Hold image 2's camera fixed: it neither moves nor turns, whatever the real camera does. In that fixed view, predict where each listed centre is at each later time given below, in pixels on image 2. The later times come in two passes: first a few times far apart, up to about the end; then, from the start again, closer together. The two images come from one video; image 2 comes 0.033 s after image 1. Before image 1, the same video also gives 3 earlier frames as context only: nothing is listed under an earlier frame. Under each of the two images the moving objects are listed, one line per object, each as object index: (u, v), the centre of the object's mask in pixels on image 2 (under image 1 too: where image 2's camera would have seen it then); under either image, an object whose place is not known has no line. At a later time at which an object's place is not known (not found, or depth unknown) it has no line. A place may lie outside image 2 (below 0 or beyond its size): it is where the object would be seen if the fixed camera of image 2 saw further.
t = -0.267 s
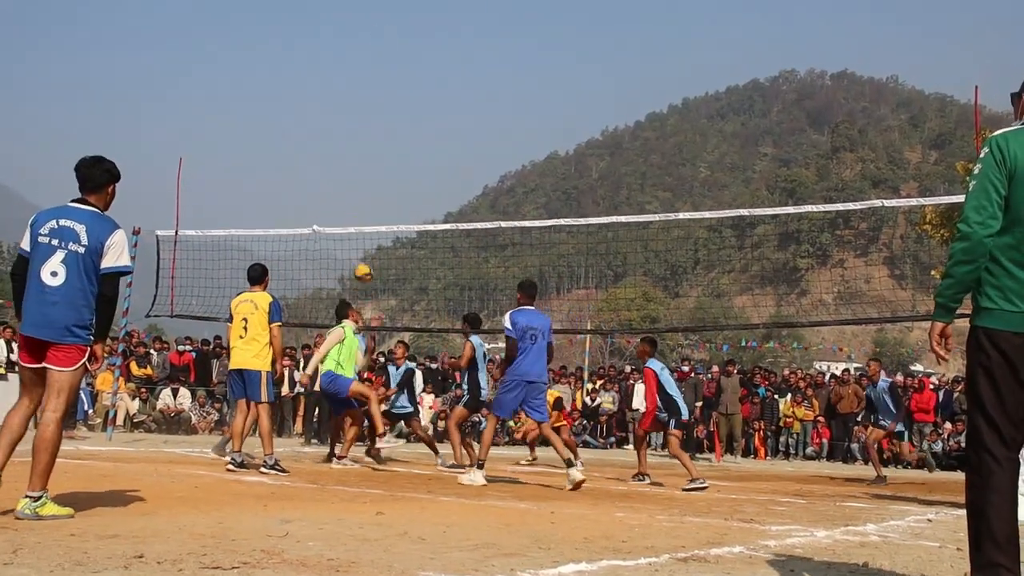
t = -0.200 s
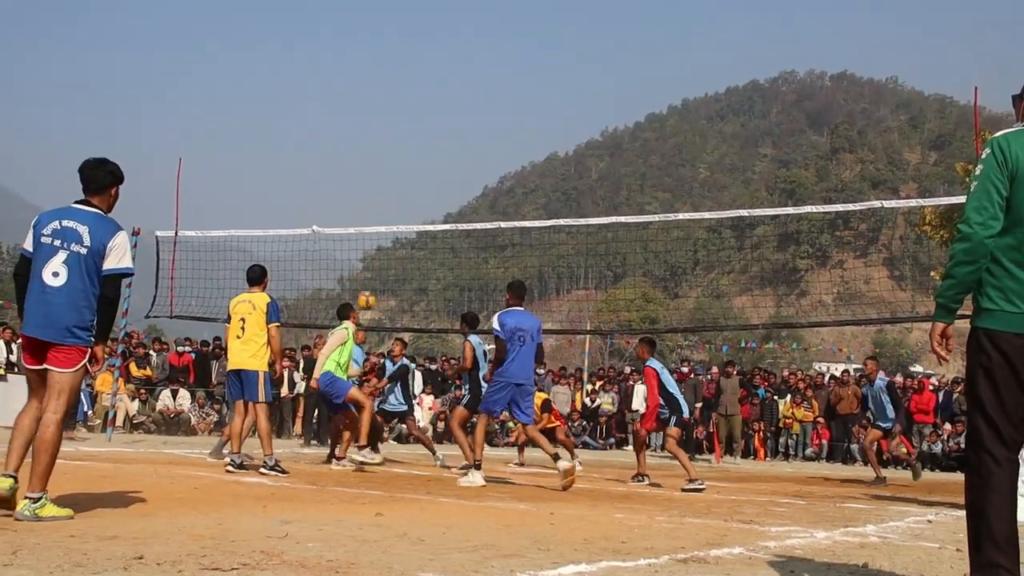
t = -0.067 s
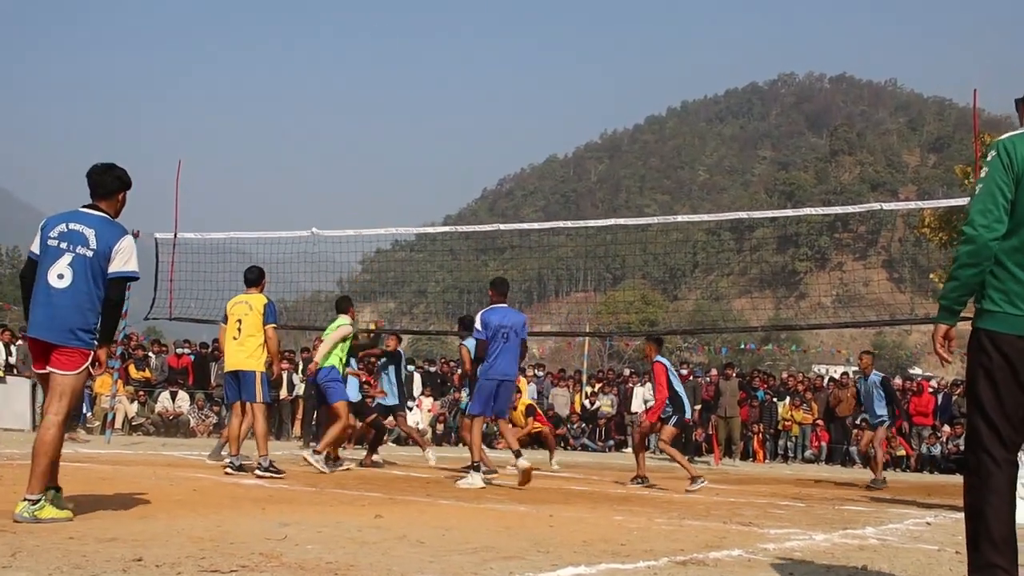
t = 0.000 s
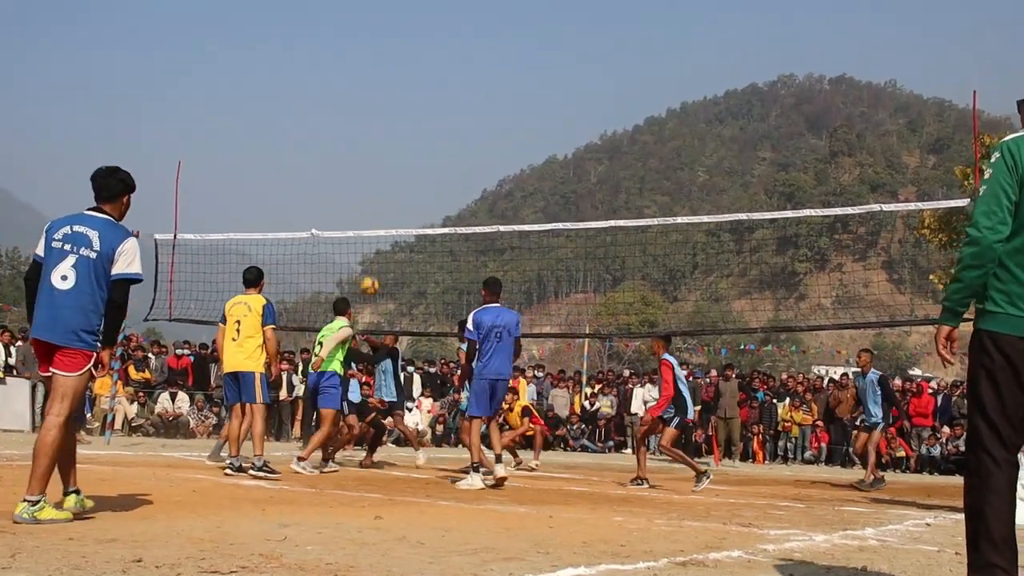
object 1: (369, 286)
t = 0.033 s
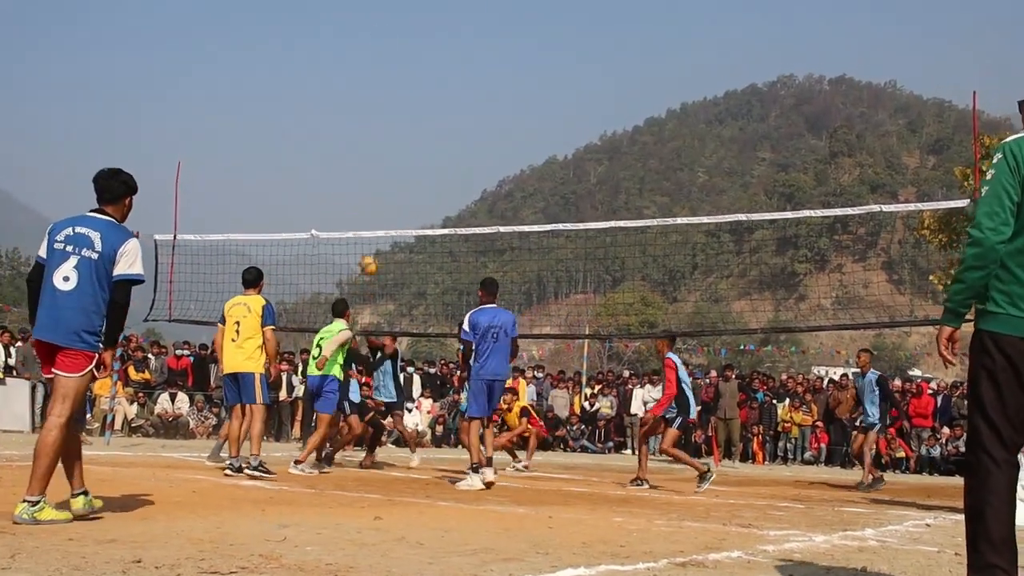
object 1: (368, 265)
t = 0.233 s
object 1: (370, 161)
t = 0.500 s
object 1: (371, 77)
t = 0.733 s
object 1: (368, 53)
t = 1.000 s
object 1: (363, 81)
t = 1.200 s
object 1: (356, 143)
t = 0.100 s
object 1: (370, 225)
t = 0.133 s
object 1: (370, 209)
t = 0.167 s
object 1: (370, 192)
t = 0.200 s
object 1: (370, 177)
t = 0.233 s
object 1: (370, 161)
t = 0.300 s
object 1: (370, 135)
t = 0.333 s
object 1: (370, 123)
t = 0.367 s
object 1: (370, 112)
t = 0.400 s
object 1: (370, 102)
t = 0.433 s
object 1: (370, 92)
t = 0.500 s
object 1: (371, 77)
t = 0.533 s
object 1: (370, 71)
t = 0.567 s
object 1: (370, 66)
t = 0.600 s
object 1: (370, 61)
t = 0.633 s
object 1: (369, 58)
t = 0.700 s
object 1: (368, 54)
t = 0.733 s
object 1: (368, 53)
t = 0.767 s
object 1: (368, 53)
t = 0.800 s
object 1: (367, 54)
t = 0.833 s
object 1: (367, 56)
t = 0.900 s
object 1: (366, 63)
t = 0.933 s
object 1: (365, 68)
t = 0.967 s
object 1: (363, 75)
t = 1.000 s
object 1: (363, 81)
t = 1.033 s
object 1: (362, 89)
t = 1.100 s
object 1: (360, 108)
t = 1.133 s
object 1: (359, 119)
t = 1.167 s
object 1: (358, 130)
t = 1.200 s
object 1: (356, 143)
